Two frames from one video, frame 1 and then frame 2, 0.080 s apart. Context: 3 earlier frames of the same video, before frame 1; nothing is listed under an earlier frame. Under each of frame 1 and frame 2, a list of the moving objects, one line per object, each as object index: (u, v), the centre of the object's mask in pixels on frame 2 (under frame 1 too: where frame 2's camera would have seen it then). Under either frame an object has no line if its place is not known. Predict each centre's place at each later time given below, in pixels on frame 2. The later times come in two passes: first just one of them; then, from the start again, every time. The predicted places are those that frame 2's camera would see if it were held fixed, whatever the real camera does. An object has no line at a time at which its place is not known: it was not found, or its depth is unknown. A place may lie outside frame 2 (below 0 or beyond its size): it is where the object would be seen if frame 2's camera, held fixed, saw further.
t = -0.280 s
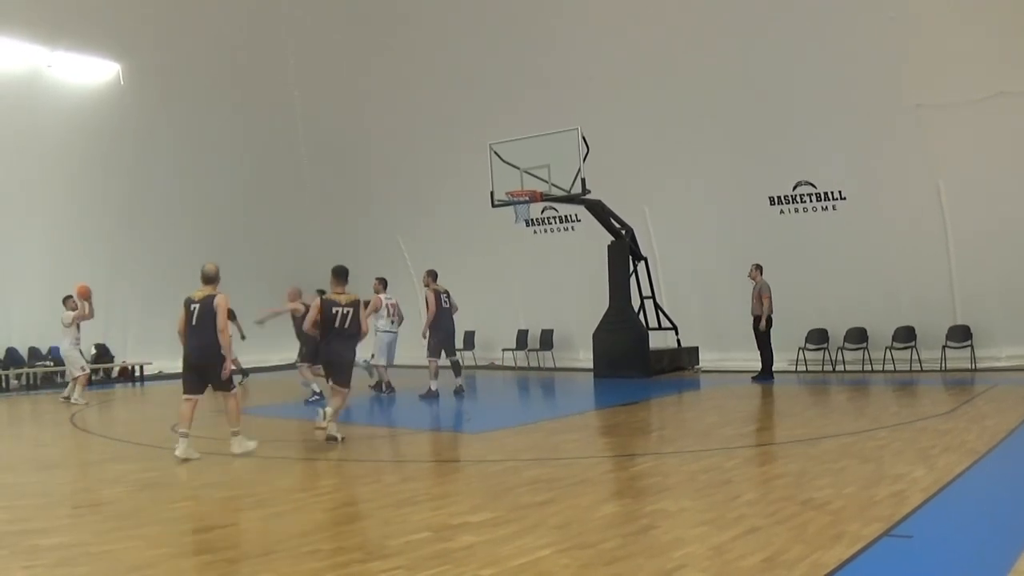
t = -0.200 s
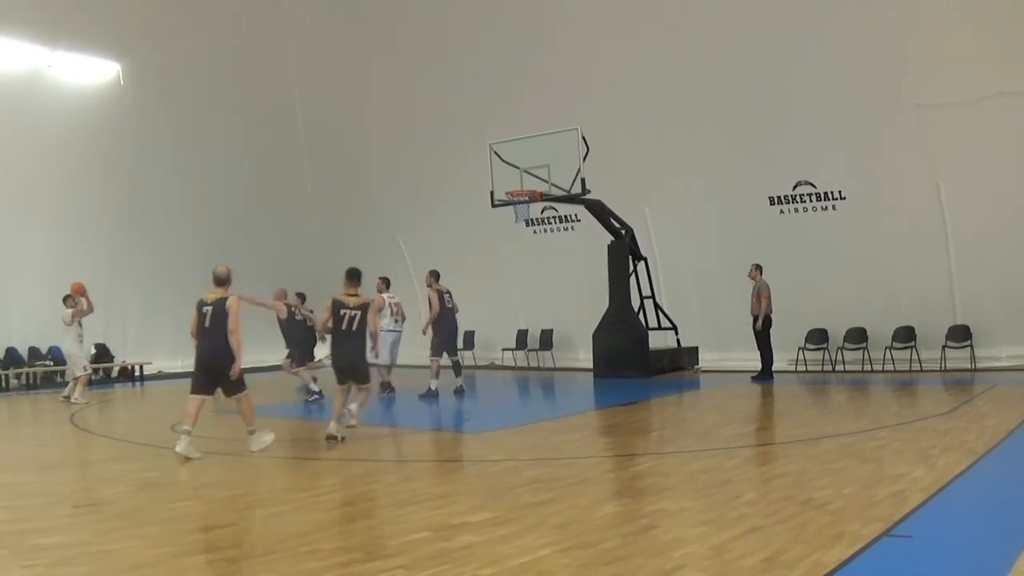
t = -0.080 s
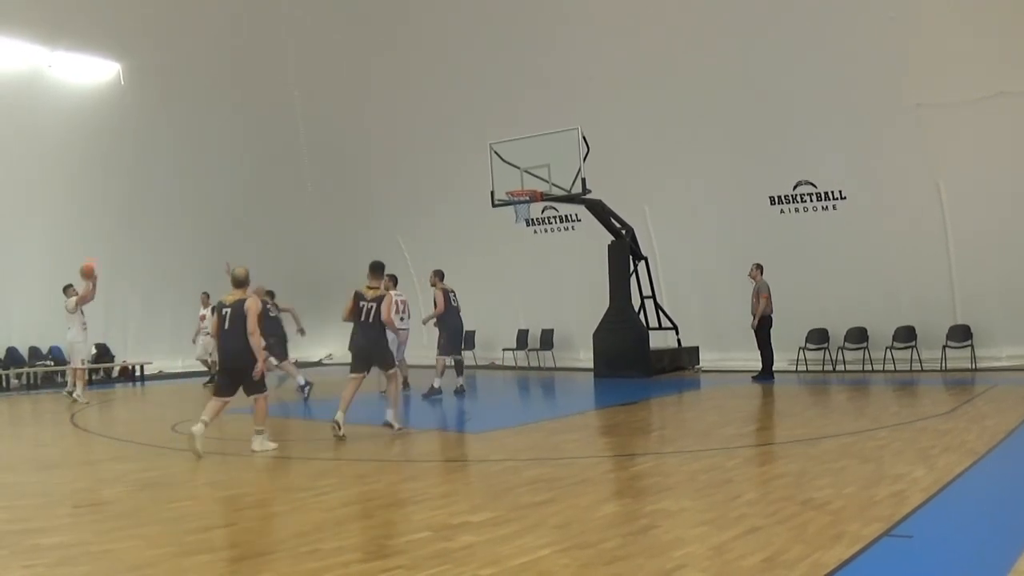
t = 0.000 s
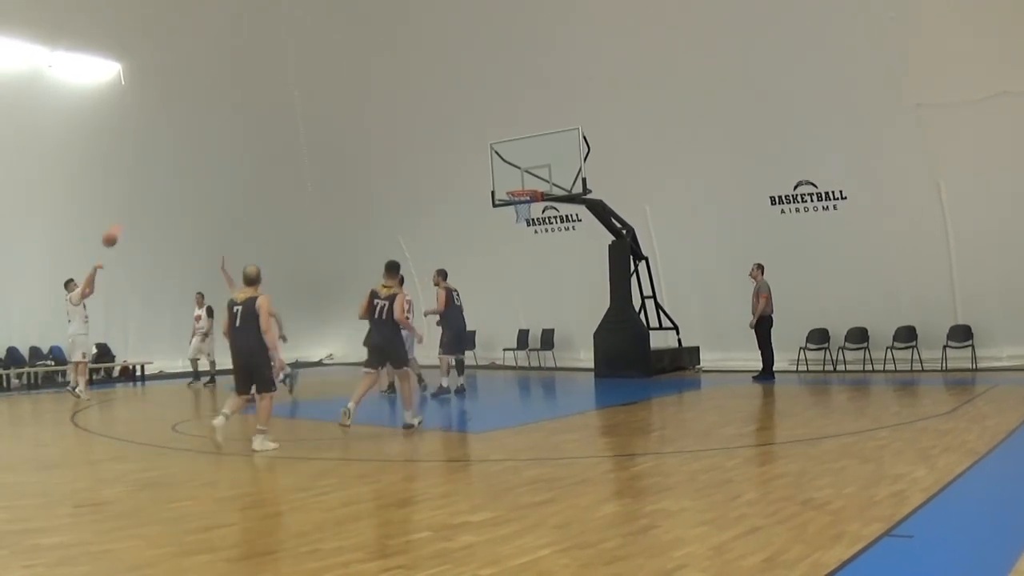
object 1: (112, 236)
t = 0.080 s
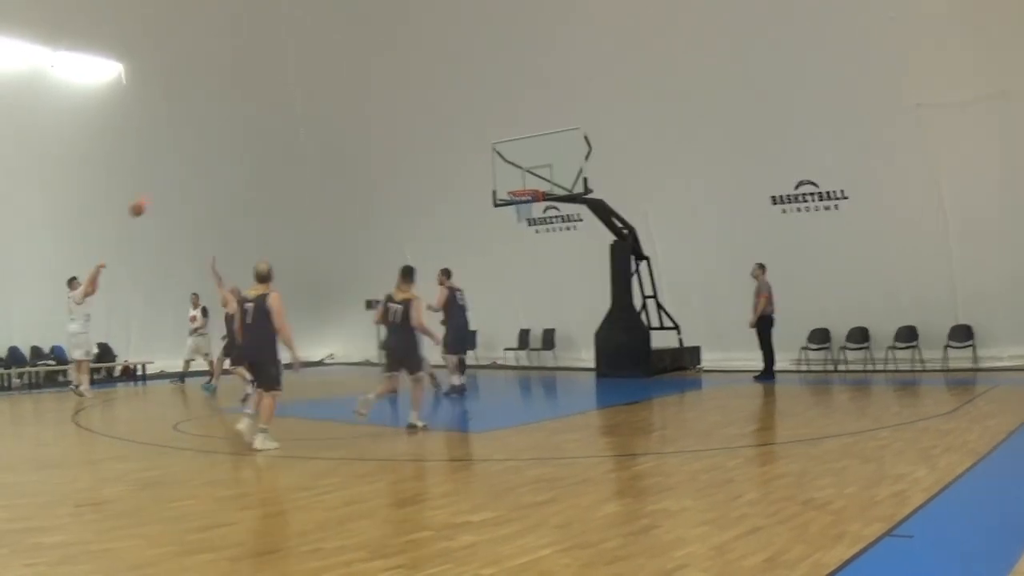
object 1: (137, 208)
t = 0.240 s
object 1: (201, 154)
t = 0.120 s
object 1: (151, 192)
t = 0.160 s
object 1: (168, 176)
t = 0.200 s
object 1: (182, 166)
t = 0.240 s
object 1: (201, 154)
